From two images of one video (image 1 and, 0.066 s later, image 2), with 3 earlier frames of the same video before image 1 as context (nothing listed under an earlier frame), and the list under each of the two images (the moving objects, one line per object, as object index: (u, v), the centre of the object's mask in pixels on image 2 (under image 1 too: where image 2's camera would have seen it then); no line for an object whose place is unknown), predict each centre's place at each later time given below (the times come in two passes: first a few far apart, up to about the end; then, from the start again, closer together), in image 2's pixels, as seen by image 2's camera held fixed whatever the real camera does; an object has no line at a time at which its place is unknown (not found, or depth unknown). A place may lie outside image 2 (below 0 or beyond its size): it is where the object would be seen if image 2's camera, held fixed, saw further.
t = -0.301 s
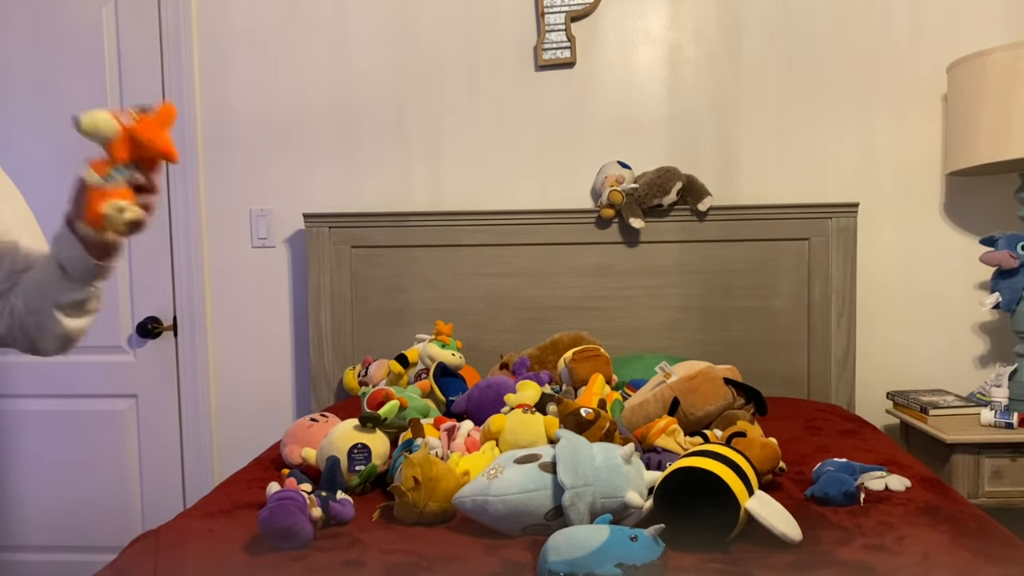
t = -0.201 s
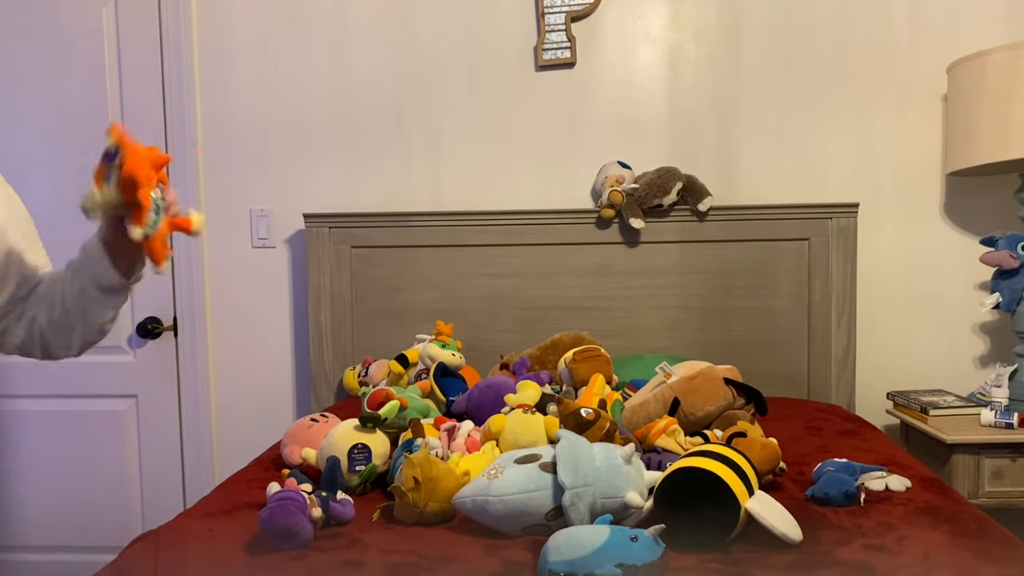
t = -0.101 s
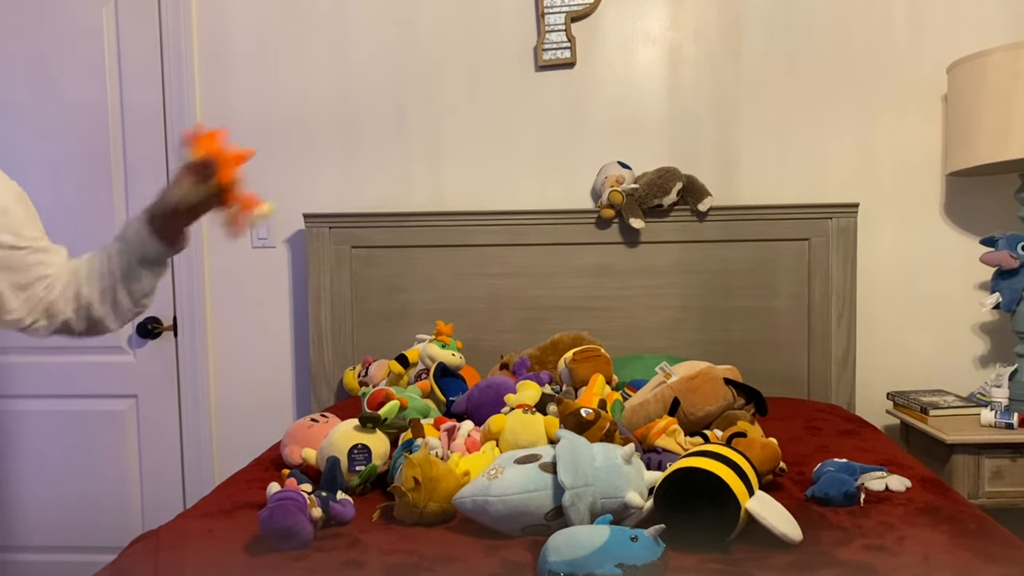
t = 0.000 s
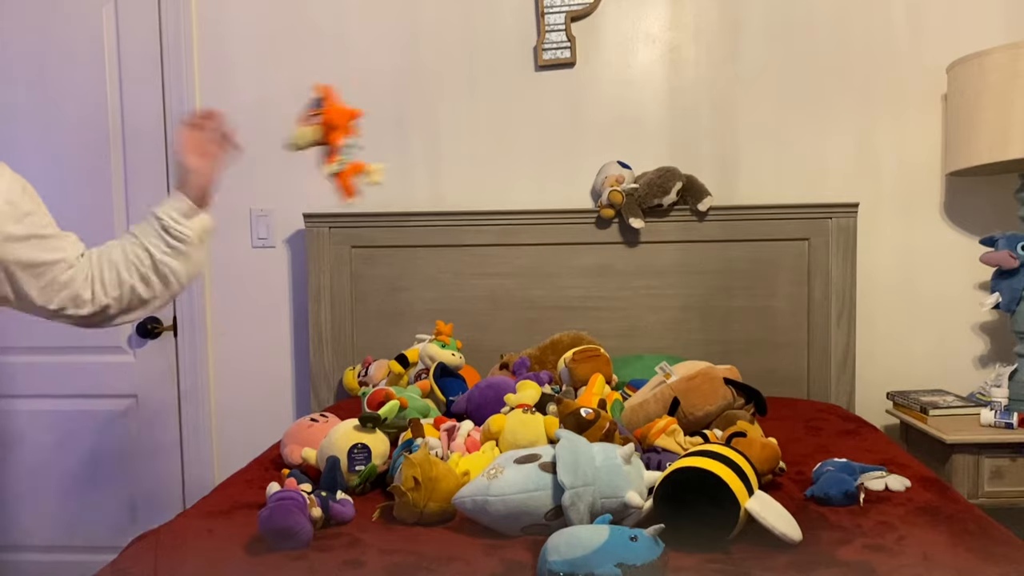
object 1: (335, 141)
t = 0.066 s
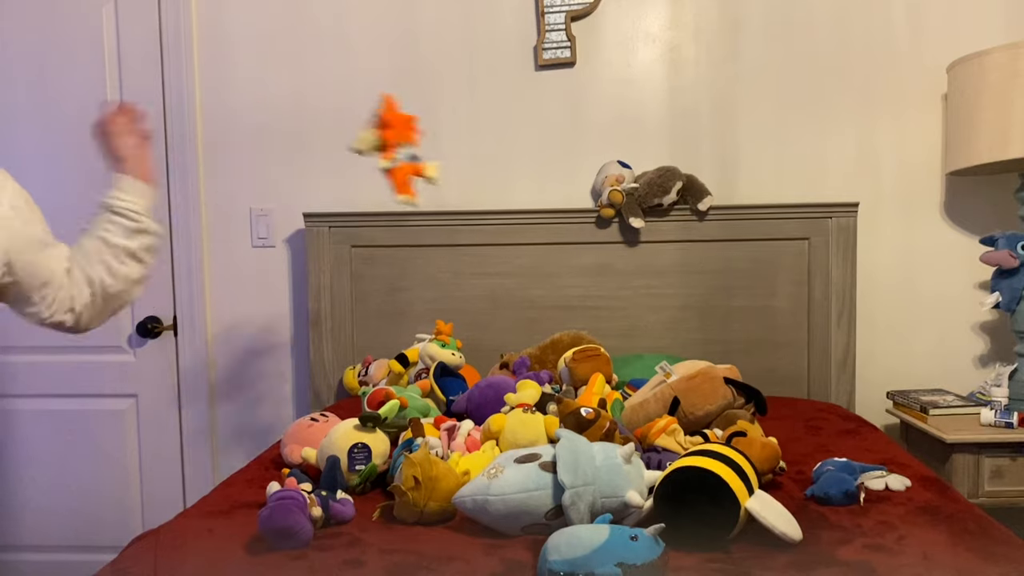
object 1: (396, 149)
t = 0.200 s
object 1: (490, 213)
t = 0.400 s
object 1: (560, 328)
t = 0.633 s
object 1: (614, 327)
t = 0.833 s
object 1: (628, 337)
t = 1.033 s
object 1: (628, 338)
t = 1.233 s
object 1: (628, 338)
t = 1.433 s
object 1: (628, 338)
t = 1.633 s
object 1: (628, 338)
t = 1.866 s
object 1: (628, 338)
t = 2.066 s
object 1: (627, 338)
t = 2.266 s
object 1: (627, 338)
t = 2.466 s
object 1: (627, 338)
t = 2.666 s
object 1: (628, 338)
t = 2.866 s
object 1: (627, 338)
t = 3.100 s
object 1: (628, 338)
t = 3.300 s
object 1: (628, 338)
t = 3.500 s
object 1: (628, 338)
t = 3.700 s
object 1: (628, 338)
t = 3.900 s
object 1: (628, 338)
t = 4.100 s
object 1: (628, 338)
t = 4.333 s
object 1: (627, 338)
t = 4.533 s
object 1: (627, 338)
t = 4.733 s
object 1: (627, 338)
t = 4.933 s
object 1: (628, 338)
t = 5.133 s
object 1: (628, 338)
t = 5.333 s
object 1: (628, 338)
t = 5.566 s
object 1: (628, 338)
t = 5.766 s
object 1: (628, 338)
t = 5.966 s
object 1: (628, 338)
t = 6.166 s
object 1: (628, 338)
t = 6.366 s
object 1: (628, 338)
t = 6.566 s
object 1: (628, 338)
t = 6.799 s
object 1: (628, 338)
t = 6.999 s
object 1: (628, 338)
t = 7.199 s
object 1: (628, 338)
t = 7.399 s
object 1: (628, 338)
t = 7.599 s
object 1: (628, 338)
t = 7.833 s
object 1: (627, 338)
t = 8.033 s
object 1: (628, 338)
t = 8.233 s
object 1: (628, 338)
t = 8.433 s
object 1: (628, 338)
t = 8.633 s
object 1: (628, 338)
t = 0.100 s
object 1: (422, 160)
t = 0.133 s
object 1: (447, 175)
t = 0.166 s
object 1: (468, 193)
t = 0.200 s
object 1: (490, 213)
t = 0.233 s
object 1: (510, 239)
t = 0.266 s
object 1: (528, 267)
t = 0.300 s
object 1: (544, 296)
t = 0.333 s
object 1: (553, 319)
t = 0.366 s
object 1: (561, 328)
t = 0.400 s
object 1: (560, 328)
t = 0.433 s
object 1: (572, 315)
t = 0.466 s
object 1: (579, 311)
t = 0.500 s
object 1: (588, 312)
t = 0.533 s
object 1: (594, 314)
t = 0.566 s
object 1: (600, 317)
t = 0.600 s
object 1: (607, 321)
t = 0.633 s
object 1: (614, 327)
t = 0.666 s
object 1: (619, 332)
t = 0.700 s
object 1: (623, 334)
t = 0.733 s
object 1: (625, 336)
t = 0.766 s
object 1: (626, 336)
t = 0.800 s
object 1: (628, 337)
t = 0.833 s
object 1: (628, 337)
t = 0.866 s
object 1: (628, 338)
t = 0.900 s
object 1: (628, 338)
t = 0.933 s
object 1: (628, 338)
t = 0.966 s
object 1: (628, 338)
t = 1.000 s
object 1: (627, 338)
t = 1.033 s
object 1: (628, 338)
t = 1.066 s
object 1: (628, 338)
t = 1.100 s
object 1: (628, 338)
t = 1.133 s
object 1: (628, 338)
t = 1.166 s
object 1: (628, 338)
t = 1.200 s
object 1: (628, 338)
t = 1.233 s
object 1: (628, 338)
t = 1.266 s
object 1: (628, 338)
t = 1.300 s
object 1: (628, 338)
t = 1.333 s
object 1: (628, 338)
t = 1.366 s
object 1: (628, 338)
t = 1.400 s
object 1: (628, 338)
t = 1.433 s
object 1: (628, 338)
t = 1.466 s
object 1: (627, 338)
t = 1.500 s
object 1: (628, 338)
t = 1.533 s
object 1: (628, 338)
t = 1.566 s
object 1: (628, 338)
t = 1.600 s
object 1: (628, 338)
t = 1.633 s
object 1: (628, 338)
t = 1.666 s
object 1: (628, 338)
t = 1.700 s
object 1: (628, 338)
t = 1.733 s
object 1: (628, 338)
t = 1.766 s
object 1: (628, 338)
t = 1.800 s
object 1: (628, 338)
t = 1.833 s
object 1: (628, 338)
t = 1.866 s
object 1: (628, 338)
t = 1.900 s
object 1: (627, 338)
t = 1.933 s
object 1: (627, 338)
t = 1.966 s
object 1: (627, 338)
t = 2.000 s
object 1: (627, 338)
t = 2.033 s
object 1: (627, 338)
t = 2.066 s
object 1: (627, 338)
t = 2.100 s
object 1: (627, 338)
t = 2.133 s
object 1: (627, 338)
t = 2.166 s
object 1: (627, 338)
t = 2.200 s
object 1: (627, 338)
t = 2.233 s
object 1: (627, 338)
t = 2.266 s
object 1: (627, 338)
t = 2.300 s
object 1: (627, 338)
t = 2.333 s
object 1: (627, 338)
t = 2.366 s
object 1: (627, 338)
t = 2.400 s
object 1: (627, 338)
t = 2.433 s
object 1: (627, 338)
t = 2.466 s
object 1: (627, 338)
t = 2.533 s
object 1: (628, 338)
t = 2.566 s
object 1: (628, 338)
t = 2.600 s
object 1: (628, 338)
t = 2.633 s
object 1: (628, 338)
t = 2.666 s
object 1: (628, 338)
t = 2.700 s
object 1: (628, 338)
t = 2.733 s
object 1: (627, 338)
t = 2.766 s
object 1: (627, 338)
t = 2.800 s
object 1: (628, 338)
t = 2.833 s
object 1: (627, 338)
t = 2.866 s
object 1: (627, 338)
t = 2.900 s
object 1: (627, 338)
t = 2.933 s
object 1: (628, 338)
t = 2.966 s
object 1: (628, 338)
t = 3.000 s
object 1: (628, 338)
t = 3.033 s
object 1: (628, 338)
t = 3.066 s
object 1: (628, 338)
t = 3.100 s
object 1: (628, 338)
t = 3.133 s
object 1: (628, 338)
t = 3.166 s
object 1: (628, 338)
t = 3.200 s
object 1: (628, 338)
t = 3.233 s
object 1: (628, 338)
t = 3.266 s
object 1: (628, 338)
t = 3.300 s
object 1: (628, 338)
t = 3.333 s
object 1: (628, 338)
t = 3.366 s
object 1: (628, 338)
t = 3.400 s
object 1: (628, 337)
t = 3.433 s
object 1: (628, 338)
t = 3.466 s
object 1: (628, 338)
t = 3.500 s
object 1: (628, 338)
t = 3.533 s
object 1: (627, 338)
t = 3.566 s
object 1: (628, 338)
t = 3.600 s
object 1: (628, 338)
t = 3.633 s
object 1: (628, 338)
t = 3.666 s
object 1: (628, 338)
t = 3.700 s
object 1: (628, 338)
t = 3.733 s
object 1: (628, 338)
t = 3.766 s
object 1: (628, 338)
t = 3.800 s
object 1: (628, 338)
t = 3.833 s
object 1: (628, 338)
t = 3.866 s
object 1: (628, 338)
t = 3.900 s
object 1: (628, 338)
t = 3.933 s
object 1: (628, 338)
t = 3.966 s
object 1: (628, 338)
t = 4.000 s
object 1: (628, 338)
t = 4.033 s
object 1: (628, 338)
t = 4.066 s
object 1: (628, 338)
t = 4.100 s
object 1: (628, 338)
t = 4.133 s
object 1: (628, 338)
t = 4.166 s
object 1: (628, 338)
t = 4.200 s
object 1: (628, 338)
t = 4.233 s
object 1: (628, 338)
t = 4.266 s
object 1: (628, 338)
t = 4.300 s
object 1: (627, 338)
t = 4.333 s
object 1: (627, 338)
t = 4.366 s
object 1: (627, 338)
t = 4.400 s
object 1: (628, 338)
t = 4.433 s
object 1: (627, 338)
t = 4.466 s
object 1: (627, 338)
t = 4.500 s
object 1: (627, 338)
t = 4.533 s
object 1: (627, 338)
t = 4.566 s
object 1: (627, 338)
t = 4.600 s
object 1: (627, 338)
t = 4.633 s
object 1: (627, 338)
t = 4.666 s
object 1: (627, 338)
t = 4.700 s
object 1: (627, 338)
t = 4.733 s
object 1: (627, 338)
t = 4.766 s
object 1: (628, 338)
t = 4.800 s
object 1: (628, 338)
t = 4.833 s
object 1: (628, 338)
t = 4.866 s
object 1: (628, 338)
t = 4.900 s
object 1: (628, 338)
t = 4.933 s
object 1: (628, 338)
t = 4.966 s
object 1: (628, 338)
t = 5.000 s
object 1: (628, 338)
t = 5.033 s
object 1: (628, 338)
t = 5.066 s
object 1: (628, 338)
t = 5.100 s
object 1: (628, 338)
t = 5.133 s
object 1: (628, 338)
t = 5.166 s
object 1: (628, 338)
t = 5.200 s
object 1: (628, 338)
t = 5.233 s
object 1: (628, 338)
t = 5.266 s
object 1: (628, 338)
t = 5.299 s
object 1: (628, 338)
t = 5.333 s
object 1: (628, 338)
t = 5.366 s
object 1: (628, 338)
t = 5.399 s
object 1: (628, 338)
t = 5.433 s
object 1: (628, 338)
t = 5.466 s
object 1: (628, 338)
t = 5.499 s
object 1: (628, 338)
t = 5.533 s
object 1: (628, 338)
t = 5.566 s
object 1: (628, 338)
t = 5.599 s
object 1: (628, 338)
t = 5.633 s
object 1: (628, 338)
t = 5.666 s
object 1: (628, 338)
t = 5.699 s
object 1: (628, 338)
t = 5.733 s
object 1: (628, 338)
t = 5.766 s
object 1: (628, 338)
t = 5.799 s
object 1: (628, 338)
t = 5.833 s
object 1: (628, 338)
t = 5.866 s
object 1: (628, 338)
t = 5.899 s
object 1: (628, 338)
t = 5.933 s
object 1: (628, 338)
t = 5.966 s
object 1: (628, 338)
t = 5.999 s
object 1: (628, 338)
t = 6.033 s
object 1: (628, 338)
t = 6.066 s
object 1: (628, 338)
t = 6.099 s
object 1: (628, 338)
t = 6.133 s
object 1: (628, 338)
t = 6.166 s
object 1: (628, 338)
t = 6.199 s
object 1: (628, 338)
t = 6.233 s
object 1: (628, 338)
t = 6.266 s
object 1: (628, 338)
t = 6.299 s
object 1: (628, 338)
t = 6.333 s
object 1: (628, 338)
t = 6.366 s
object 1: (628, 338)
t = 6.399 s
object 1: (628, 338)
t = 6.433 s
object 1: (628, 338)
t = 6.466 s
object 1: (628, 338)
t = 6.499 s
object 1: (628, 338)
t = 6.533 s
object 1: (628, 338)
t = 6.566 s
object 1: (628, 338)
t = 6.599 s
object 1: (628, 338)
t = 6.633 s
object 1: (628, 338)
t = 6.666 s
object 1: (628, 338)
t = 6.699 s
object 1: (628, 338)
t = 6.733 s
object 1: (628, 338)
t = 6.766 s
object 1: (628, 338)
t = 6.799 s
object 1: (628, 338)
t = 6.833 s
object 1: (628, 338)
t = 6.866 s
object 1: (628, 338)
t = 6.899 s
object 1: (628, 338)
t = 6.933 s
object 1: (628, 338)
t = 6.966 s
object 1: (628, 338)
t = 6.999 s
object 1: (628, 338)
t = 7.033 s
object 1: (628, 338)
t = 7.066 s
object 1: (628, 338)
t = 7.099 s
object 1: (628, 338)
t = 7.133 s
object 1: (628, 338)
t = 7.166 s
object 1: (628, 338)
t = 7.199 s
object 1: (628, 338)
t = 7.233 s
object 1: (628, 338)
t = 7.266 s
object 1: (628, 338)
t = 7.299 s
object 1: (628, 338)
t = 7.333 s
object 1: (628, 338)
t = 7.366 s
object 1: (628, 338)
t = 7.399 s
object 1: (628, 338)
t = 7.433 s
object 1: (628, 338)
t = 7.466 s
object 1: (628, 338)
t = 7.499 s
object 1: (628, 338)
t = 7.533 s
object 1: (628, 338)
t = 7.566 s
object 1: (628, 338)
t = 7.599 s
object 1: (628, 338)
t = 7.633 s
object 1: (628, 338)
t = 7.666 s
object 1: (628, 338)
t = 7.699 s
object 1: (628, 338)
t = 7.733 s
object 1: (628, 338)
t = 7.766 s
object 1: (628, 338)
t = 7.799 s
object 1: (628, 338)
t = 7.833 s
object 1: (627, 338)
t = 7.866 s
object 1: (628, 338)
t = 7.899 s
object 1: (627, 338)
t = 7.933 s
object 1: (627, 338)
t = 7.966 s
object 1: (627, 338)
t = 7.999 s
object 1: (628, 338)
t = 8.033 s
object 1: (628, 338)
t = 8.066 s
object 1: (628, 338)
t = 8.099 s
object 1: (628, 338)
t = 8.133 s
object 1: (628, 338)
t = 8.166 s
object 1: (628, 338)
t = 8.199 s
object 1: (628, 338)
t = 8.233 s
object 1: (628, 338)
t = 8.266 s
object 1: (628, 338)
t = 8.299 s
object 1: (628, 338)
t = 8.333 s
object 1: (628, 338)
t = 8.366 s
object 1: (628, 338)
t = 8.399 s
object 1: (628, 338)
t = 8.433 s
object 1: (628, 338)
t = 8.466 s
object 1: (628, 338)
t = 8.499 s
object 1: (628, 338)
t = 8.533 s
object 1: (628, 338)
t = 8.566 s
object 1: (628, 338)
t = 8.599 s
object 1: (628, 338)
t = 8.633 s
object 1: (628, 338)
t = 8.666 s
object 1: (628, 338)
